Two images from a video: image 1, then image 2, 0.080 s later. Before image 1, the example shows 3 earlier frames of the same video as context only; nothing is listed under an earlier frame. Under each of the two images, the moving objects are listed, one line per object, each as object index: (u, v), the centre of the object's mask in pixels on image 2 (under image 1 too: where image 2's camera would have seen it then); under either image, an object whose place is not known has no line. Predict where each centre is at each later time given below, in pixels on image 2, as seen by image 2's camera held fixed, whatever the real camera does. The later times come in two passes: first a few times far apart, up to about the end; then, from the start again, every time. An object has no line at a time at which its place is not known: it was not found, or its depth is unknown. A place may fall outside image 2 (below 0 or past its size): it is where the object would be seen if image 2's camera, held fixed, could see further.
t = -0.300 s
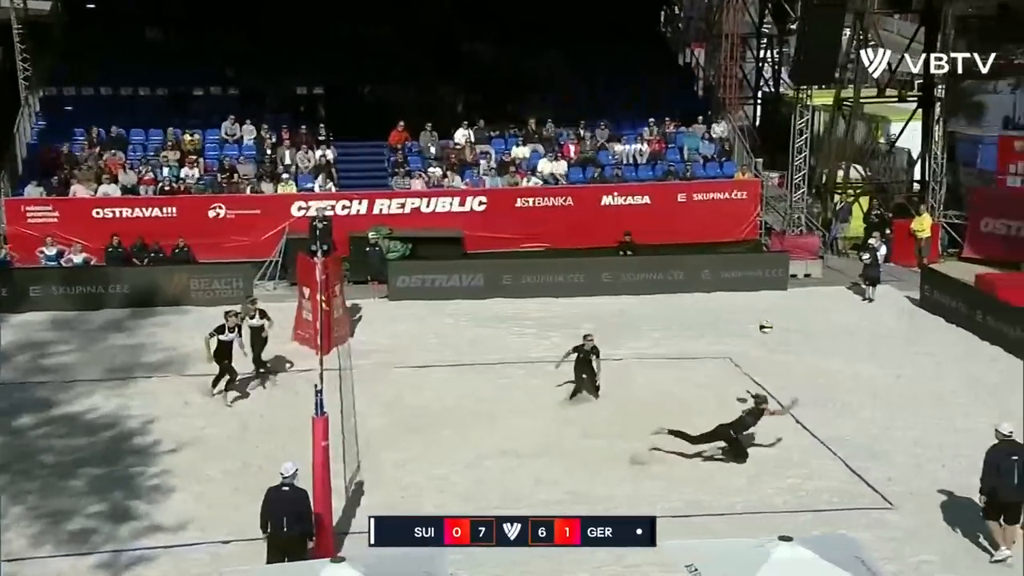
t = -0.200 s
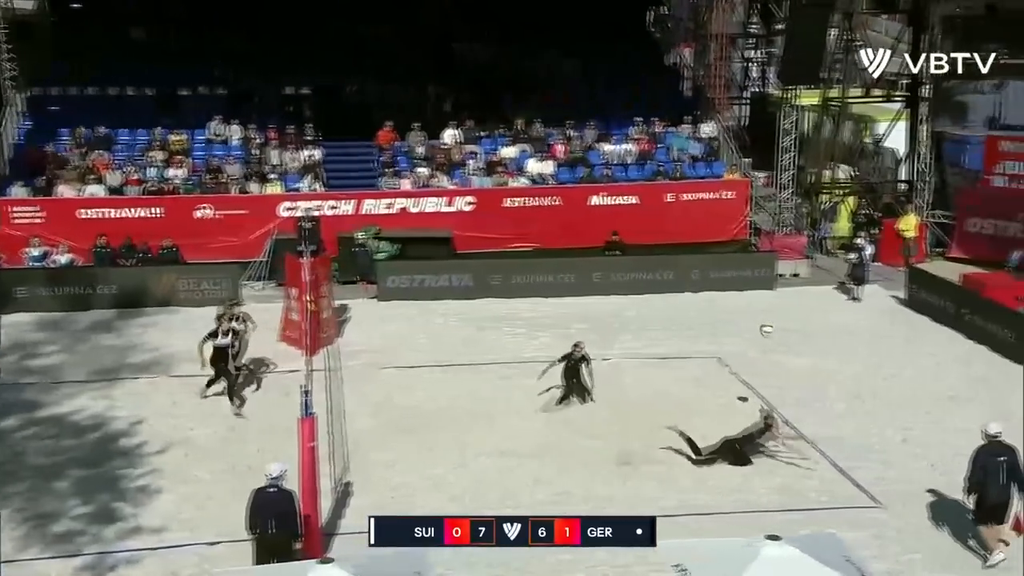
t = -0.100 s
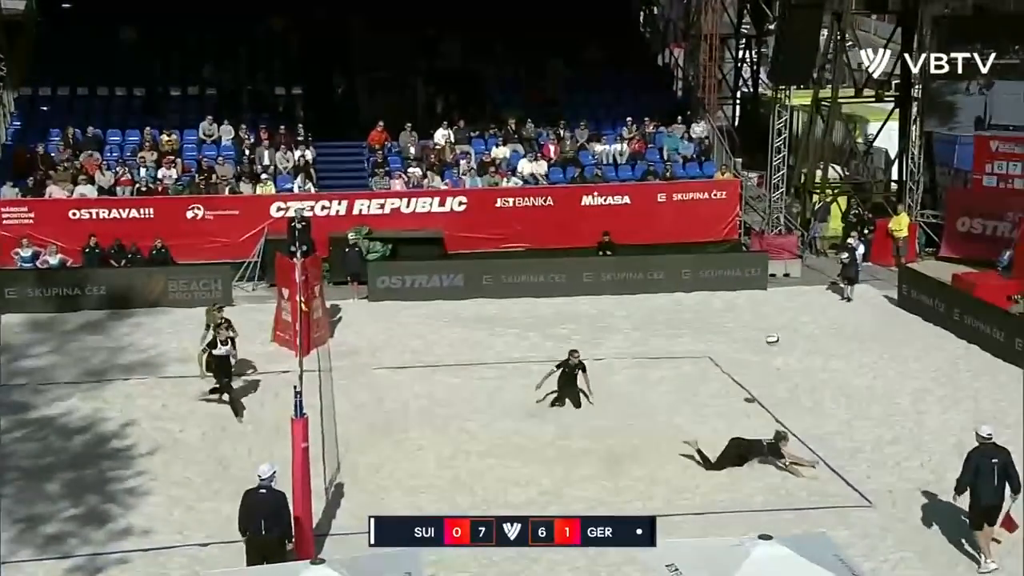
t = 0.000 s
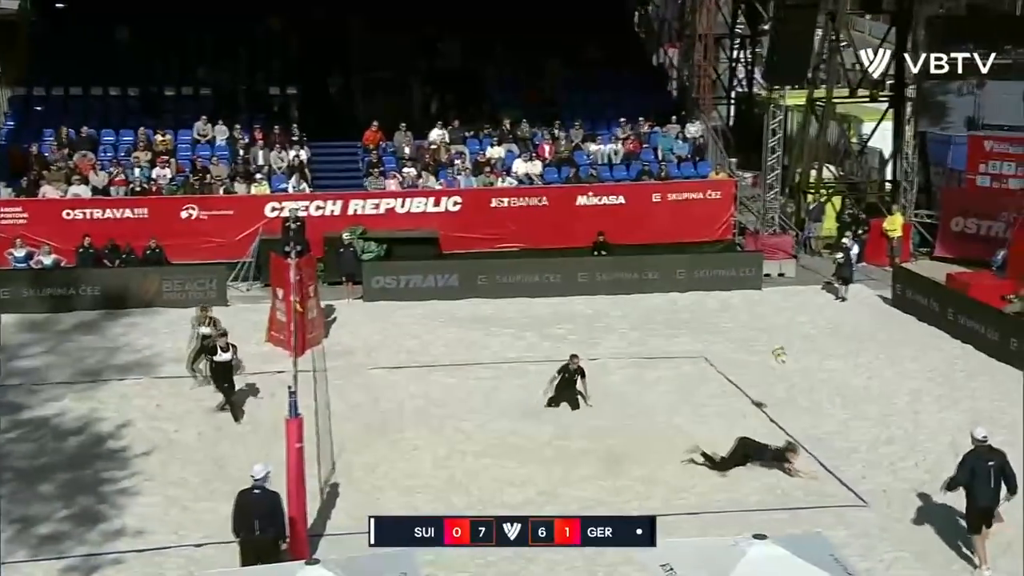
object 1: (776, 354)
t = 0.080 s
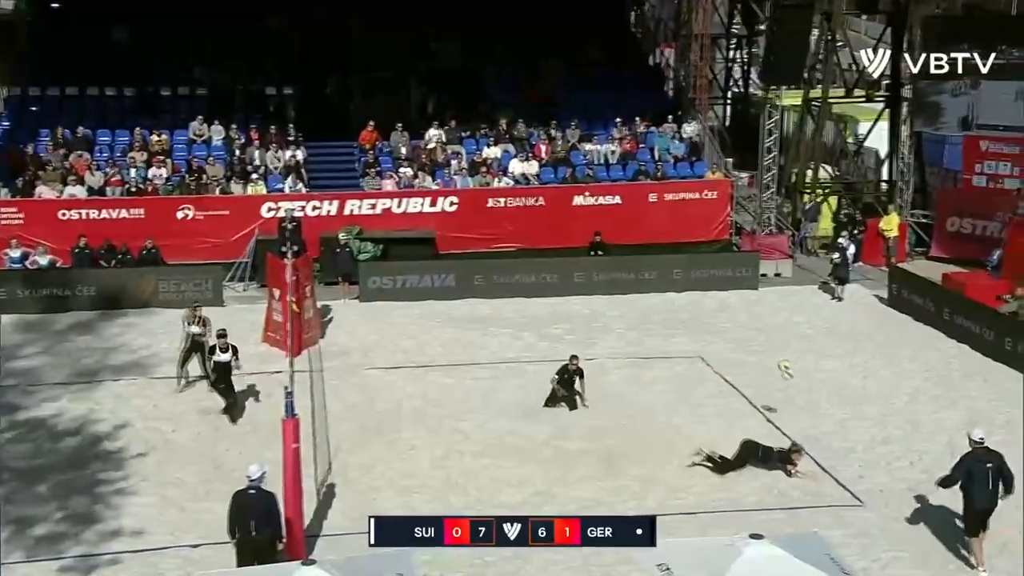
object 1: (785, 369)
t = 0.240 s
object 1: (804, 410)
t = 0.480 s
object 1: (826, 416)
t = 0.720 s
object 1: (846, 419)
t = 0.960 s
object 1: (861, 420)
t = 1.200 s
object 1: (871, 419)
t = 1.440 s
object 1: (877, 417)
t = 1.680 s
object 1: (879, 417)
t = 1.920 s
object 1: (879, 418)
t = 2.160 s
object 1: (877, 418)
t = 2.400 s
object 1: (873, 419)
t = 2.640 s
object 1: (871, 419)
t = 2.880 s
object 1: (872, 419)
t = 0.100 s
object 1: (788, 374)
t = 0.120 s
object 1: (790, 379)
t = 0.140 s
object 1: (792, 384)
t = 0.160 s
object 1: (795, 389)
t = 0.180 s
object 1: (797, 394)
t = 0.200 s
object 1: (799, 398)
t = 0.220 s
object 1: (801, 404)
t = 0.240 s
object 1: (804, 410)
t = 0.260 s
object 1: (807, 416)
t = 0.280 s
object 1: (809, 419)
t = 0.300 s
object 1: (810, 425)
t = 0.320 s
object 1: (812, 424)
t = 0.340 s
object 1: (814, 422)
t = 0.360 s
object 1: (815, 420)
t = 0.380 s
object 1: (816, 420)
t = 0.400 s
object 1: (818, 418)
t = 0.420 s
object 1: (820, 418)
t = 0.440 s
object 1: (822, 417)
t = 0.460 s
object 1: (825, 415)
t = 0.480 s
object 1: (826, 416)
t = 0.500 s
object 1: (829, 413)
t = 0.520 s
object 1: (829, 417)
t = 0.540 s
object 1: (831, 417)
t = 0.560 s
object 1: (832, 418)
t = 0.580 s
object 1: (835, 416)
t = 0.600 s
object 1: (836, 417)
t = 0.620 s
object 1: (838, 418)
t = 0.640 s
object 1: (839, 419)
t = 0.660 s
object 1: (841, 420)
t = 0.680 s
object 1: (842, 420)
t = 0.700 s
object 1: (844, 420)
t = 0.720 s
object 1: (846, 419)
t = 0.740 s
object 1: (848, 420)
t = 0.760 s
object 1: (849, 420)
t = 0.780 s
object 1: (851, 420)
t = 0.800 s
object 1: (851, 421)
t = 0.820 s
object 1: (853, 421)
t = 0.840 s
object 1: (854, 420)
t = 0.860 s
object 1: (855, 420)
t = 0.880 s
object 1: (857, 420)
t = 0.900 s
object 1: (858, 420)
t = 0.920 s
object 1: (859, 420)
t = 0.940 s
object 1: (860, 420)
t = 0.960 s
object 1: (861, 420)
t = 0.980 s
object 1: (862, 419)
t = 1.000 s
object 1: (863, 419)
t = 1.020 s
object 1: (865, 419)
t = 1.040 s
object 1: (865, 419)
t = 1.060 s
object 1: (866, 419)
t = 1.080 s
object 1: (867, 419)
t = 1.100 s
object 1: (867, 419)
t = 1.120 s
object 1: (868, 419)
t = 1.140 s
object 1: (869, 419)
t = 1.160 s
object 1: (869, 419)
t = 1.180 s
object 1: (870, 419)
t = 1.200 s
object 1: (871, 419)
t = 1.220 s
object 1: (872, 419)
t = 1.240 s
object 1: (872, 419)
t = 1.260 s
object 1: (873, 419)
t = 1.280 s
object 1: (873, 419)
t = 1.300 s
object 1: (874, 419)
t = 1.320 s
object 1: (875, 418)
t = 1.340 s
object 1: (875, 418)
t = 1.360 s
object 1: (876, 418)
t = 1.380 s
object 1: (876, 418)
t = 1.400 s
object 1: (877, 418)
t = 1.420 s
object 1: (877, 418)
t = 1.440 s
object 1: (877, 417)
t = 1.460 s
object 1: (877, 417)
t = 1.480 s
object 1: (877, 417)
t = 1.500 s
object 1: (877, 417)
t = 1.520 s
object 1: (878, 417)
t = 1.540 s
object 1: (878, 416)
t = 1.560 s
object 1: (878, 417)
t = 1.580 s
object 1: (878, 417)
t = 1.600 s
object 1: (879, 417)
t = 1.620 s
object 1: (879, 416)
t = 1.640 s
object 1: (879, 417)
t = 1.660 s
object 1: (879, 417)
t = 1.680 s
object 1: (879, 417)
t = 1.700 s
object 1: (879, 417)
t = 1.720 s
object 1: (880, 417)
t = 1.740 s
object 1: (880, 417)
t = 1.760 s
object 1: (880, 417)
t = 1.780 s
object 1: (880, 417)
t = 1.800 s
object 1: (880, 417)
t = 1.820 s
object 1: (880, 417)
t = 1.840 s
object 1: (880, 417)
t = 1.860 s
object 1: (880, 417)
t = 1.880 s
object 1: (880, 417)
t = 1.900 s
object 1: (879, 418)
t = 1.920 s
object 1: (879, 418)
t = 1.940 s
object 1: (879, 418)
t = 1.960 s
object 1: (879, 418)
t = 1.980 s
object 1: (879, 418)
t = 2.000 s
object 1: (879, 418)
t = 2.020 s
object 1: (879, 418)
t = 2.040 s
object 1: (879, 418)
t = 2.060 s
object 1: (878, 418)
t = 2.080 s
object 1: (878, 418)
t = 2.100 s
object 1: (878, 418)
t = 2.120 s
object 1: (877, 419)
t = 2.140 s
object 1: (877, 418)
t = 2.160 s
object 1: (877, 418)
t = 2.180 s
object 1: (877, 419)
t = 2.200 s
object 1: (877, 419)
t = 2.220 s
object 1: (876, 419)
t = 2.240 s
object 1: (876, 419)
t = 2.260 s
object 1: (876, 419)
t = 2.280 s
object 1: (875, 419)
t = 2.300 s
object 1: (875, 419)
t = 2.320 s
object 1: (874, 419)
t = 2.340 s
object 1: (874, 419)
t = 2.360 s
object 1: (874, 419)
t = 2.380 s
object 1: (873, 419)
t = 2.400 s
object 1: (873, 419)
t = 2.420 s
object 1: (873, 419)
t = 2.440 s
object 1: (872, 419)
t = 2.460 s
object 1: (872, 419)
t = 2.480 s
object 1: (871, 419)
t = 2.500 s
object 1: (871, 419)
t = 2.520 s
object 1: (871, 419)
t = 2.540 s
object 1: (871, 419)
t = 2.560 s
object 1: (871, 419)
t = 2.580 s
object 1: (871, 419)
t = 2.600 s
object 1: (871, 418)
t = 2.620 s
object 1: (871, 419)
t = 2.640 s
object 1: (871, 419)
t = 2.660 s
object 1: (871, 419)
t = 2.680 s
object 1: (871, 419)
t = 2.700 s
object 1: (871, 419)
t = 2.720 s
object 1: (871, 418)
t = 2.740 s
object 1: (871, 419)
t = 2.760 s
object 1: (871, 419)
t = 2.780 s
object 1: (871, 419)
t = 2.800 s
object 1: (871, 418)
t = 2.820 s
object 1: (872, 418)
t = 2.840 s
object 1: (872, 418)
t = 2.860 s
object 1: (872, 419)
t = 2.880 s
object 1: (872, 419)
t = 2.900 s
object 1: (872, 419)
